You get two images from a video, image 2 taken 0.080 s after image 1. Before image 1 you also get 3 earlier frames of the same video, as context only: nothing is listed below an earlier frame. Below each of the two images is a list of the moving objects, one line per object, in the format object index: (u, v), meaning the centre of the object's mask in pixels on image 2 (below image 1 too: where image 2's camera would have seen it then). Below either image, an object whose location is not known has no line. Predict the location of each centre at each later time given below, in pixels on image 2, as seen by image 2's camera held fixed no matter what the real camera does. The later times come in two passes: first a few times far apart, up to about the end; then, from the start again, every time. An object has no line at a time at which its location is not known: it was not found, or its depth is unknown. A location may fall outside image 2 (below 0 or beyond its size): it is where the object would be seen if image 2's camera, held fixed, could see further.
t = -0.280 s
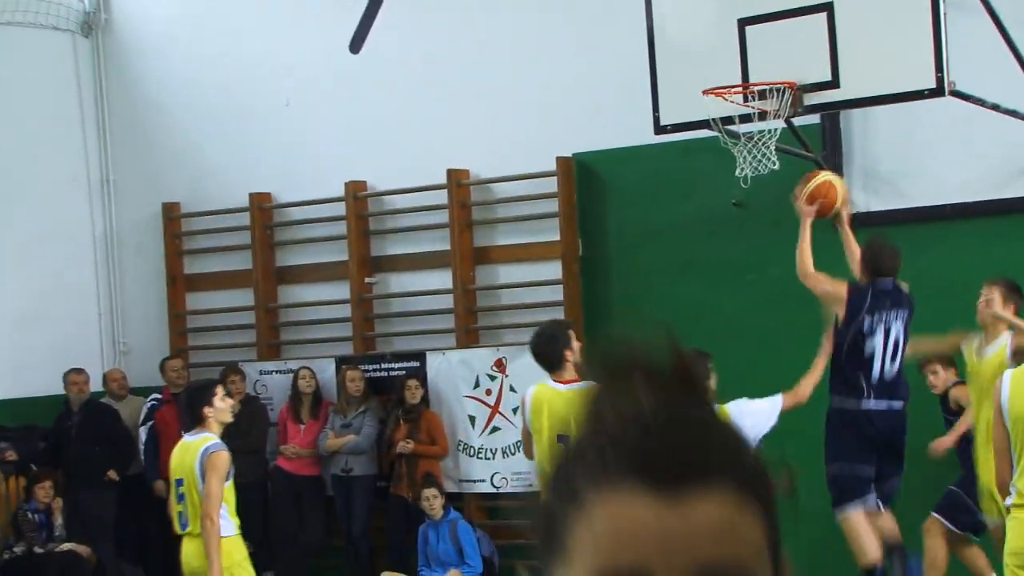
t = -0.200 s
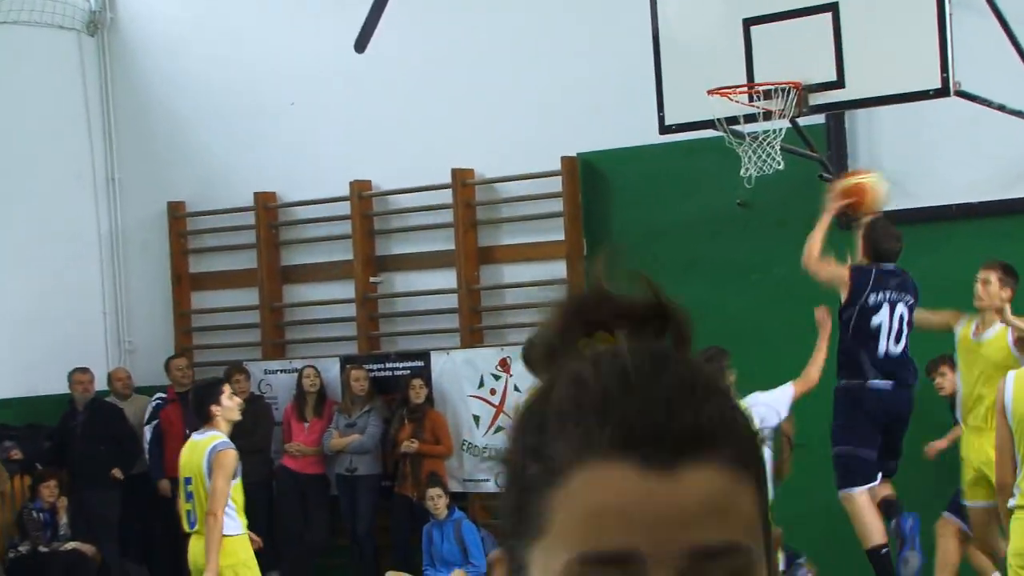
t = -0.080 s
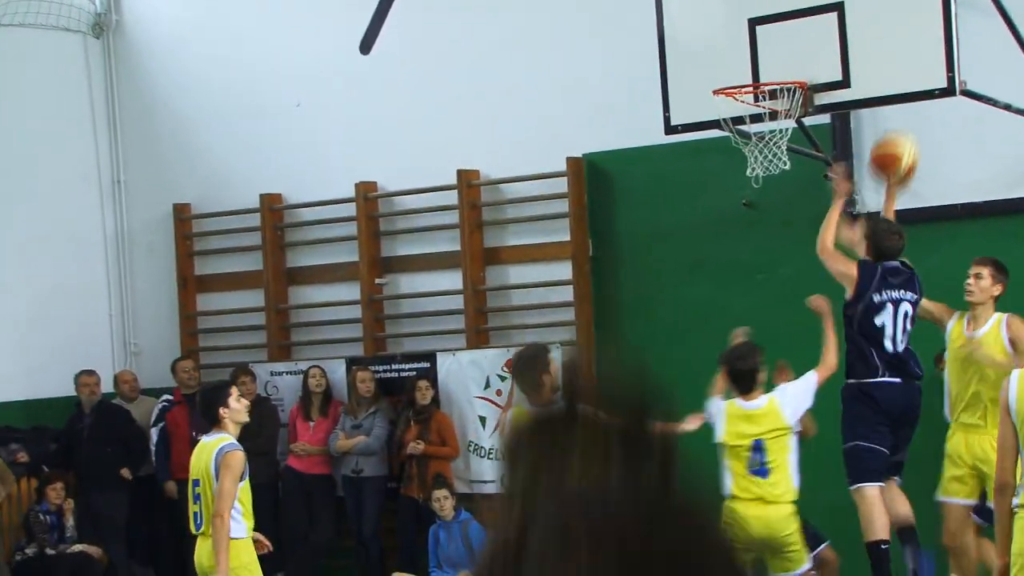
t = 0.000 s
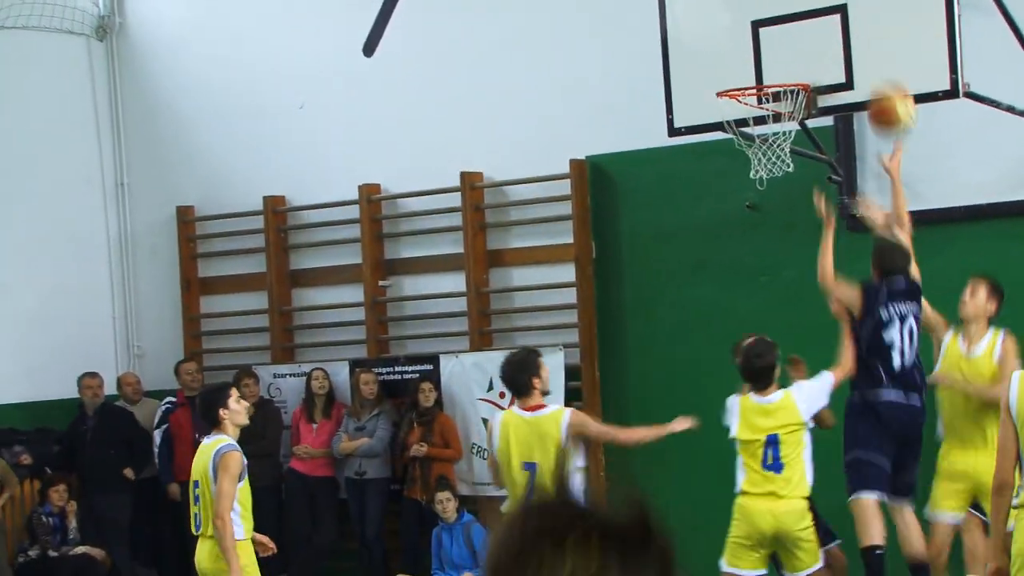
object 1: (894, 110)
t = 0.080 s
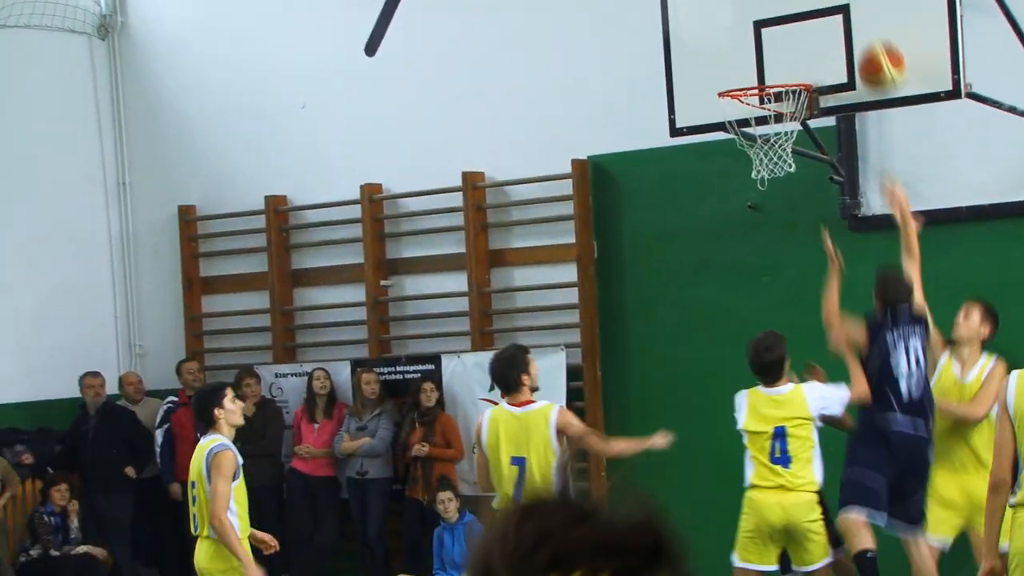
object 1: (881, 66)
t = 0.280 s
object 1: (838, 26)
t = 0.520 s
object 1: (782, 63)
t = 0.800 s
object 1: (735, 130)
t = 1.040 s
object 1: (745, 144)
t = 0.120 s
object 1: (876, 49)
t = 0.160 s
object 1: (871, 37)
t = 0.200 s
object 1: (860, 30)
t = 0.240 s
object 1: (849, 26)
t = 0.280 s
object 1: (838, 26)
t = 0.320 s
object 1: (829, 28)
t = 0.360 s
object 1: (818, 32)
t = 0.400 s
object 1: (809, 40)
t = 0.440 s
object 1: (800, 51)
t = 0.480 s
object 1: (790, 63)
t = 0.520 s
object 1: (782, 63)
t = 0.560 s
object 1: (775, 64)
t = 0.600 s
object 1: (768, 67)
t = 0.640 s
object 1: (760, 72)
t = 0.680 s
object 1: (755, 86)
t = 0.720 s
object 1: (747, 102)
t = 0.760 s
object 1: (740, 118)
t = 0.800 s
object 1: (735, 130)
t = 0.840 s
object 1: (734, 134)
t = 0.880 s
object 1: (734, 133)
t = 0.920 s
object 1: (735, 135)
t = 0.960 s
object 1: (736, 137)
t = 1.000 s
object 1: (741, 141)
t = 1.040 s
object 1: (745, 144)
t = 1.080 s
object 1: (751, 149)
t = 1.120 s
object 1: (757, 154)
